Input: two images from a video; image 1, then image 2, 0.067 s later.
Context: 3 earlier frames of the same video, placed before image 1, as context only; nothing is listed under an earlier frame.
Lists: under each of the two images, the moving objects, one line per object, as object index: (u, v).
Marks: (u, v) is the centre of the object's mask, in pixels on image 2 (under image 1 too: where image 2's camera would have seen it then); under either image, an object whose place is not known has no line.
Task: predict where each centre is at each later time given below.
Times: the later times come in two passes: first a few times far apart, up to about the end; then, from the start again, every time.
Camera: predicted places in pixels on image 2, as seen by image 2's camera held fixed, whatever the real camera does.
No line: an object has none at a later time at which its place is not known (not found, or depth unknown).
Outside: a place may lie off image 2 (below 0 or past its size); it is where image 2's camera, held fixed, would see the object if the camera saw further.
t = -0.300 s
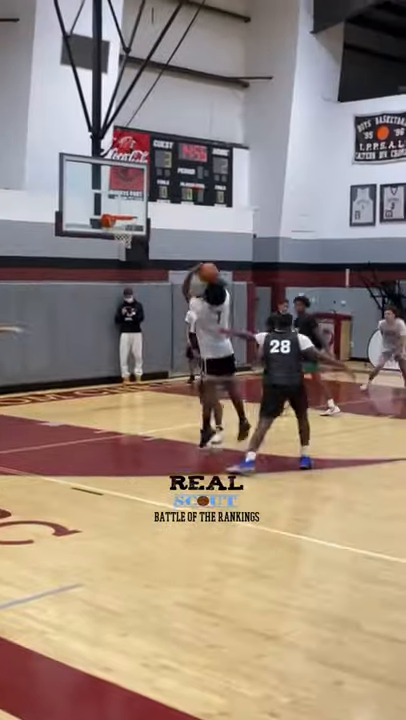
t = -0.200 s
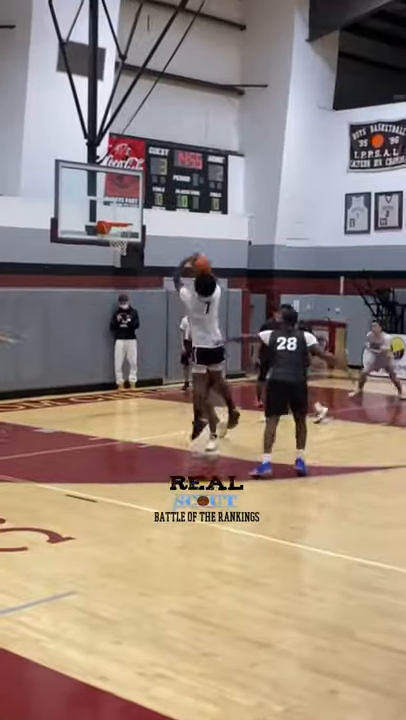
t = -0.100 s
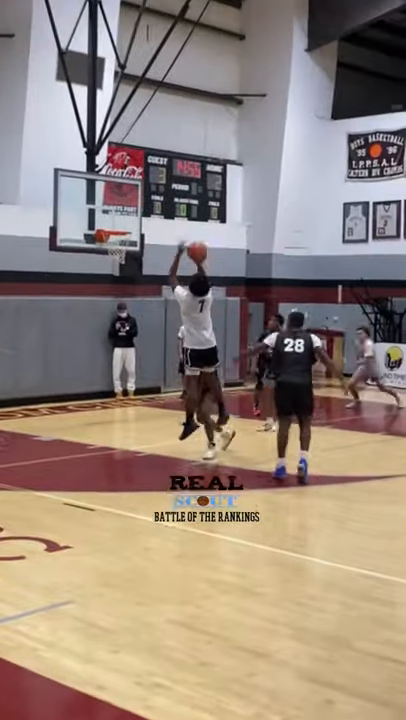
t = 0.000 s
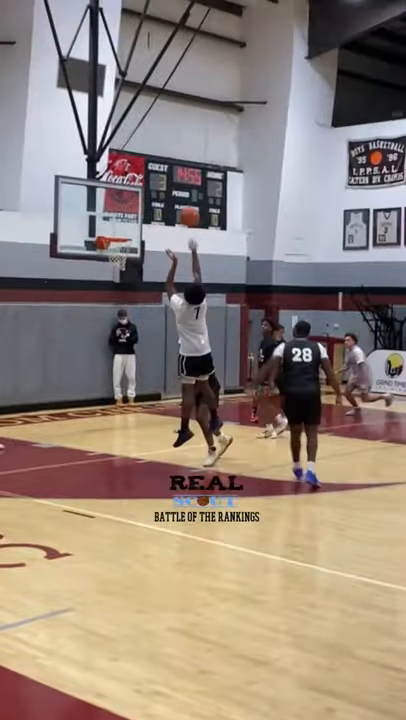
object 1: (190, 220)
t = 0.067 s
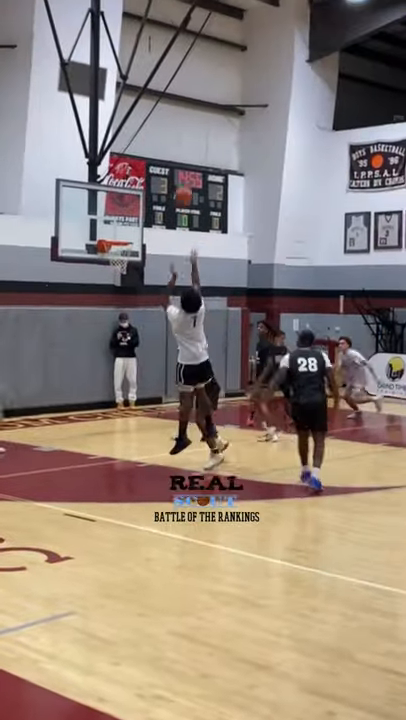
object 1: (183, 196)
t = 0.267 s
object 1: (163, 151)
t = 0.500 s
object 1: (142, 139)
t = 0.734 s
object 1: (123, 163)
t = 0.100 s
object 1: (181, 183)
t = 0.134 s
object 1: (176, 177)
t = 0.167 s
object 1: (173, 169)
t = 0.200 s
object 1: (170, 163)
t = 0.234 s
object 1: (166, 156)
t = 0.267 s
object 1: (163, 151)
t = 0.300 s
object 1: (159, 146)
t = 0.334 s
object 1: (156, 143)
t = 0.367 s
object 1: (153, 141)
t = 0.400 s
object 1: (150, 140)
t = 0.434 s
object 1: (148, 139)
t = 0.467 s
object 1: (145, 139)
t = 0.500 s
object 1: (142, 139)
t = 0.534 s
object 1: (140, 141)
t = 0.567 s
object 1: (136, 144)
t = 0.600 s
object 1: (134, 146)
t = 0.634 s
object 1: (131, 150)
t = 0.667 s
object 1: (129, 152)
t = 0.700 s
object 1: (123, 159)
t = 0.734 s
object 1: (123, 163)
